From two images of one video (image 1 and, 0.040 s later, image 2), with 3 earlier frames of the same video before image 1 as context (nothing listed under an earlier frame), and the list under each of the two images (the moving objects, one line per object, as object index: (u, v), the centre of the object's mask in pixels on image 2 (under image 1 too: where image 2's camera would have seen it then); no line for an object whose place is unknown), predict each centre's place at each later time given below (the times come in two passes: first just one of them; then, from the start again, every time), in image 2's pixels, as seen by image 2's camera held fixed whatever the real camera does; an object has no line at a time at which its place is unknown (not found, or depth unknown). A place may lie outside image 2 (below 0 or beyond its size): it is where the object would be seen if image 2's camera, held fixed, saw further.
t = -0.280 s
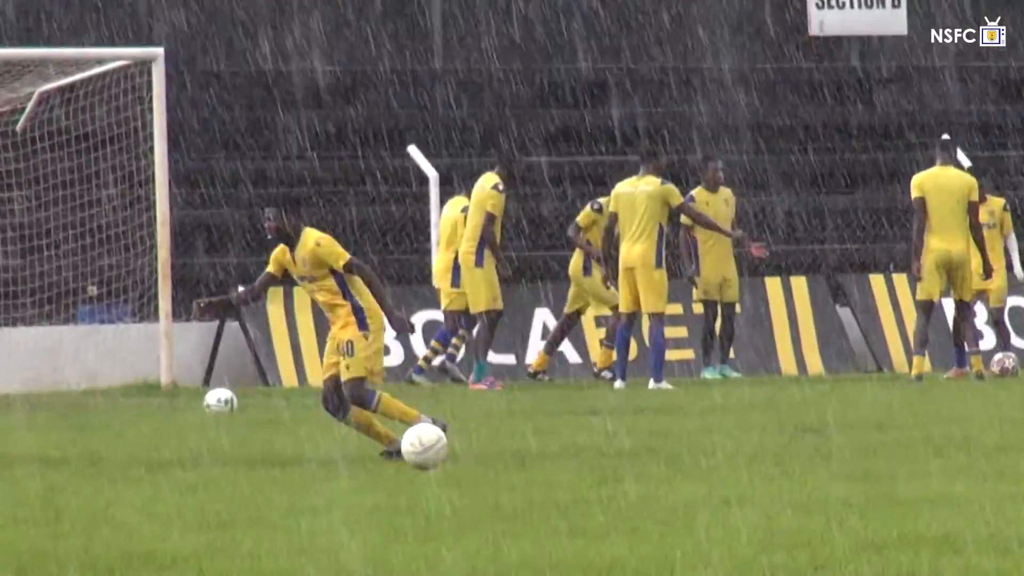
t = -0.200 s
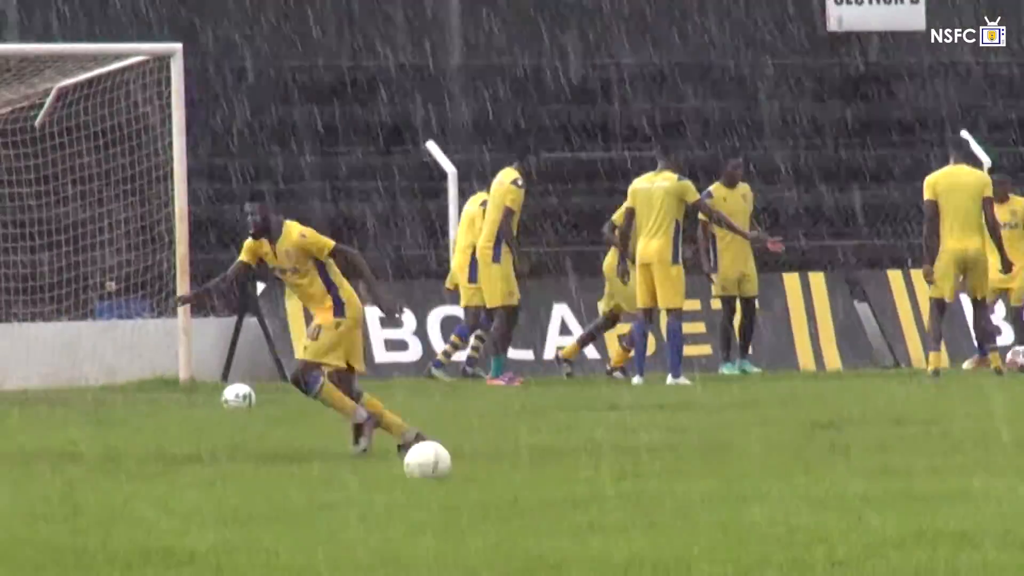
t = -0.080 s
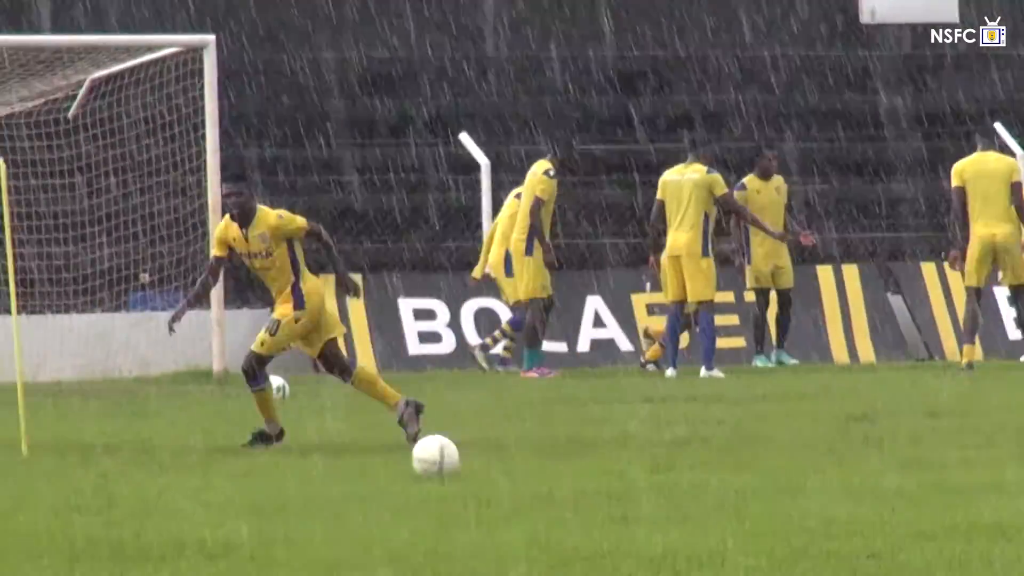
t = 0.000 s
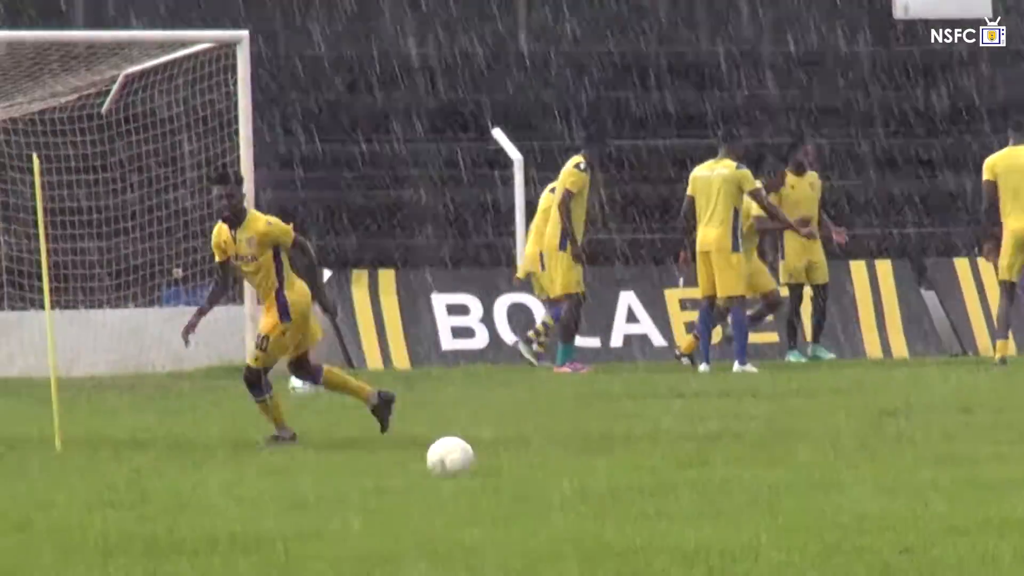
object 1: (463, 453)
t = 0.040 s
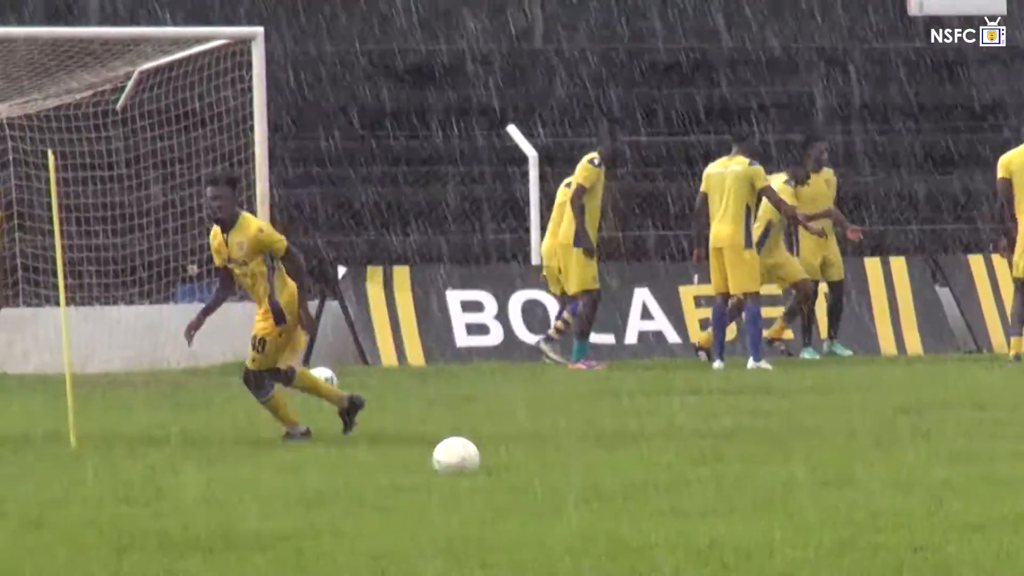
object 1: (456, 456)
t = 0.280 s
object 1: (407, 458)
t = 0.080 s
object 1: (448, 453)
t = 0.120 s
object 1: (440, 455)
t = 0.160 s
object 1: (432, 455)
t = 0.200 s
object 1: (424, 457)
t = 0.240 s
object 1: (415, 460)
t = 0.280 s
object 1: (407, 458)
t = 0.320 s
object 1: (400, 456)
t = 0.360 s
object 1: (393, 457)
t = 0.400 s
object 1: (386, 460)
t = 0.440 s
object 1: (379, 461)
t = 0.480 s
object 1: (373, 459)
